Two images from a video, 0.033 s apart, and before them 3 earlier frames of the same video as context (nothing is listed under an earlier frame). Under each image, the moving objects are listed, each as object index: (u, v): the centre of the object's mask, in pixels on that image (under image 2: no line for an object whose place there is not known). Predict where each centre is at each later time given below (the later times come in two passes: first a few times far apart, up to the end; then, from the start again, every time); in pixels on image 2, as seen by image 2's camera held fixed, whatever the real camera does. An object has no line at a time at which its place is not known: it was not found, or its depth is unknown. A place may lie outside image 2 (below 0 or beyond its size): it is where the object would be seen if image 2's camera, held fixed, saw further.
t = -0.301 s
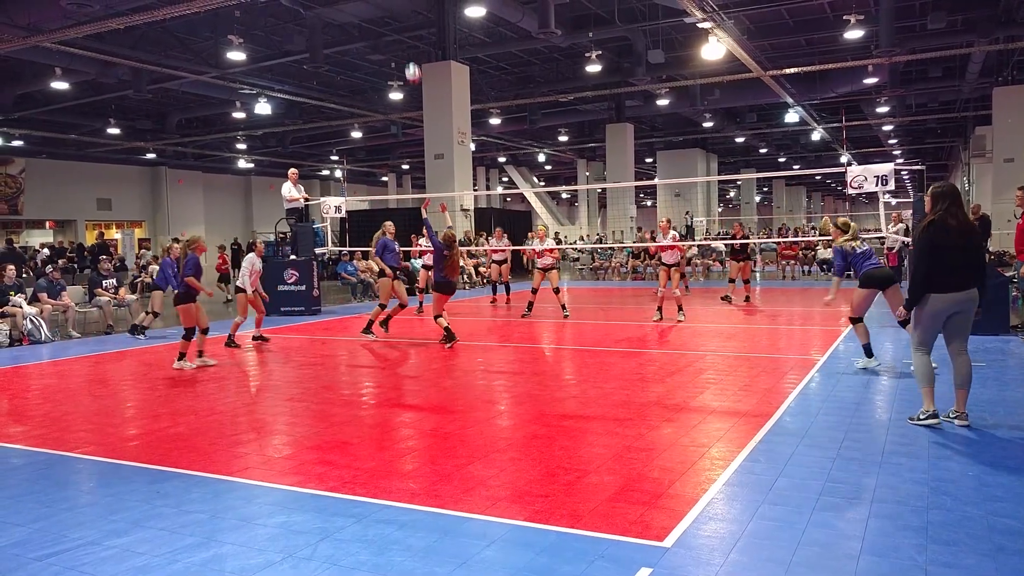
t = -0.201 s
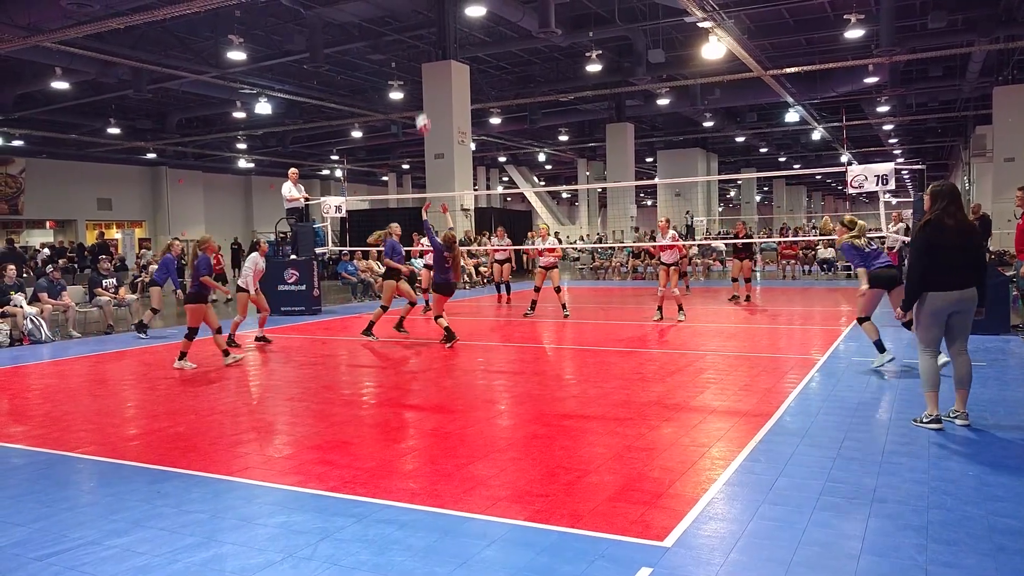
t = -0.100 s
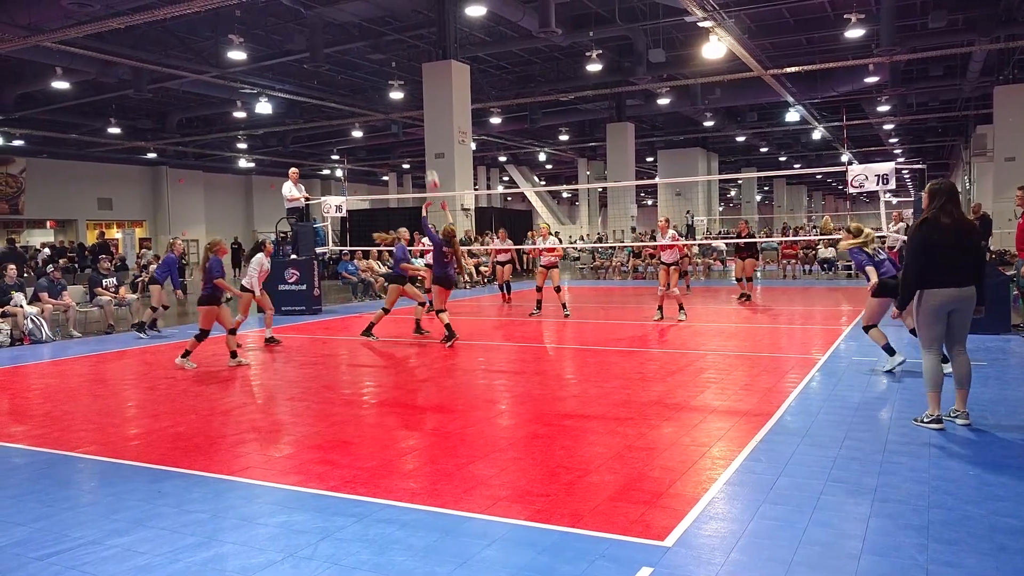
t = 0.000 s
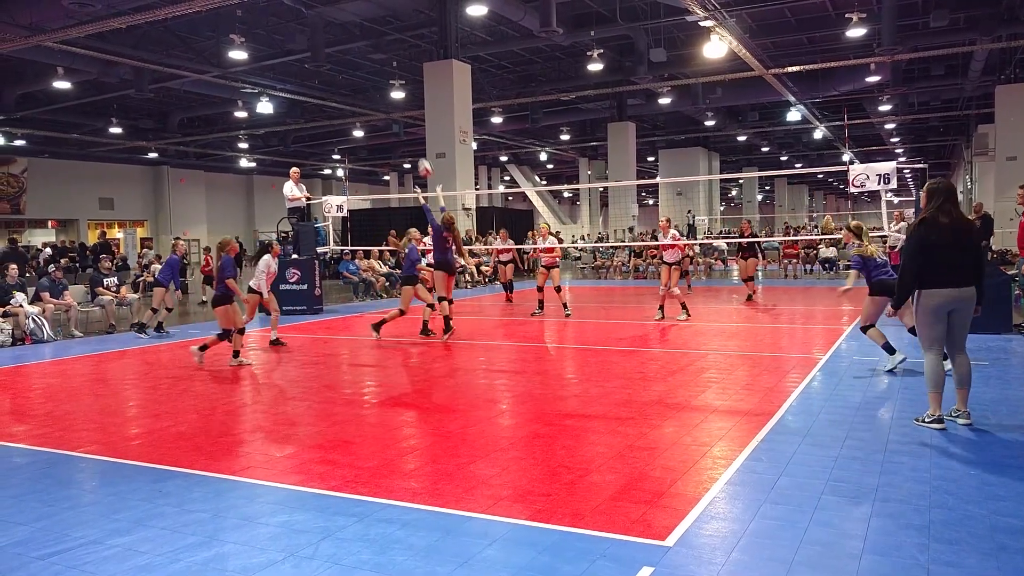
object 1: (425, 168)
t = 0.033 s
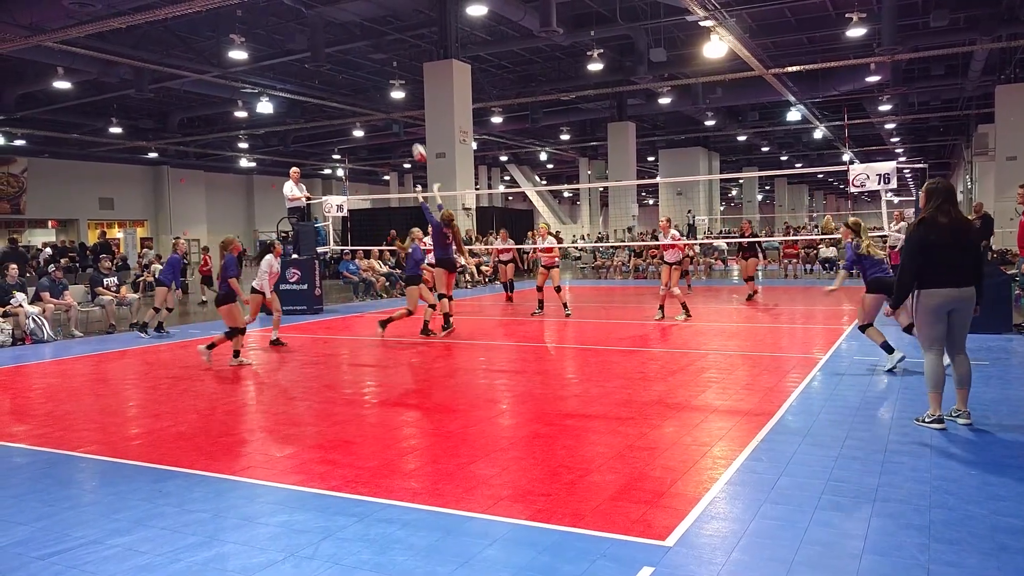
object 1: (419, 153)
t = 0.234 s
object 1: (387, 81)
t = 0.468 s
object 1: (356, 39)
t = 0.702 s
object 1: (328, 34)
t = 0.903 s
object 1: (307, 57)
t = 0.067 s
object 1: (414, 138)
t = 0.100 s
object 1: (408, 125)
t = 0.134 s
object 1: (403, 113)
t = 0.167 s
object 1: (398, 103)
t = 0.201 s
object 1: (391, 91)
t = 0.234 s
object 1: (387, 81)
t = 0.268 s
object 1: (383, 73)
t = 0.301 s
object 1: (378, 65)
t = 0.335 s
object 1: (374, 59)
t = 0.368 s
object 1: (369, 52)
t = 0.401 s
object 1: (365, 47)
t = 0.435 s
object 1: (360, 43)
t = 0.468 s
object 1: (356, 39)
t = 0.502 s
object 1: (352, 36)
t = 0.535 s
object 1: (348, 34)
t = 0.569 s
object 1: (343, 32)
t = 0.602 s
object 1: (339, 31)
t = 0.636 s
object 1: (336, 31)
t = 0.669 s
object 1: (332, 32)
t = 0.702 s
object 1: (328, 34)
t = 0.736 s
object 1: (324, 36)
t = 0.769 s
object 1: (321, 39)
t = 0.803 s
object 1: (317, 42)
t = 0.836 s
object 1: (314, 46)
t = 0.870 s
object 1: (311, 51)
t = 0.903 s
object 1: (307, 57)
